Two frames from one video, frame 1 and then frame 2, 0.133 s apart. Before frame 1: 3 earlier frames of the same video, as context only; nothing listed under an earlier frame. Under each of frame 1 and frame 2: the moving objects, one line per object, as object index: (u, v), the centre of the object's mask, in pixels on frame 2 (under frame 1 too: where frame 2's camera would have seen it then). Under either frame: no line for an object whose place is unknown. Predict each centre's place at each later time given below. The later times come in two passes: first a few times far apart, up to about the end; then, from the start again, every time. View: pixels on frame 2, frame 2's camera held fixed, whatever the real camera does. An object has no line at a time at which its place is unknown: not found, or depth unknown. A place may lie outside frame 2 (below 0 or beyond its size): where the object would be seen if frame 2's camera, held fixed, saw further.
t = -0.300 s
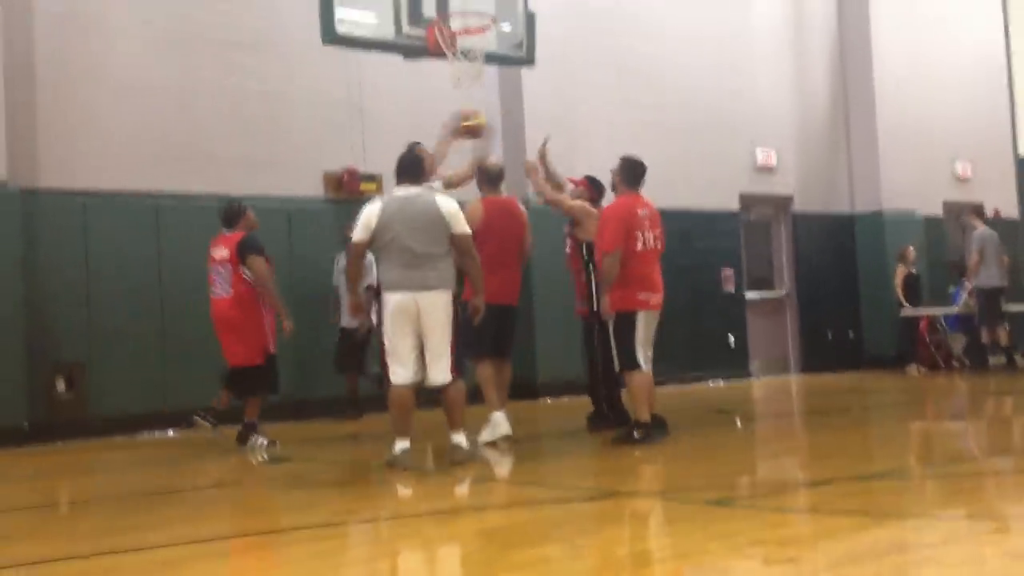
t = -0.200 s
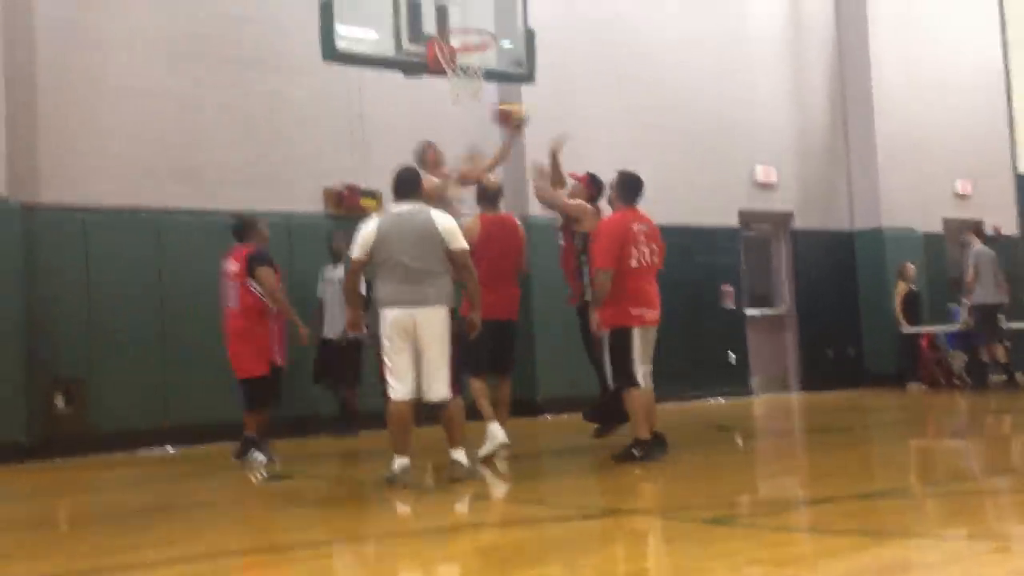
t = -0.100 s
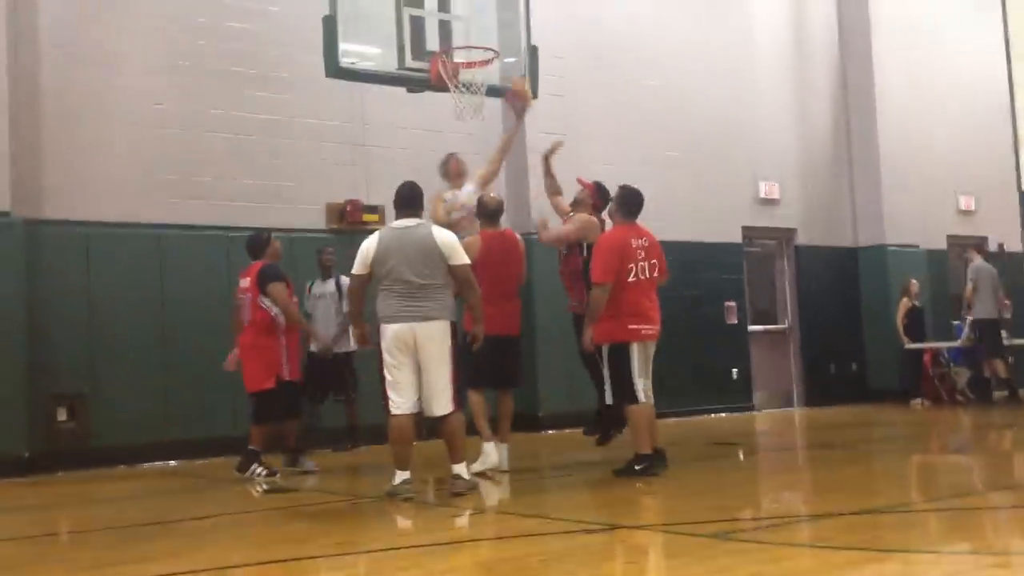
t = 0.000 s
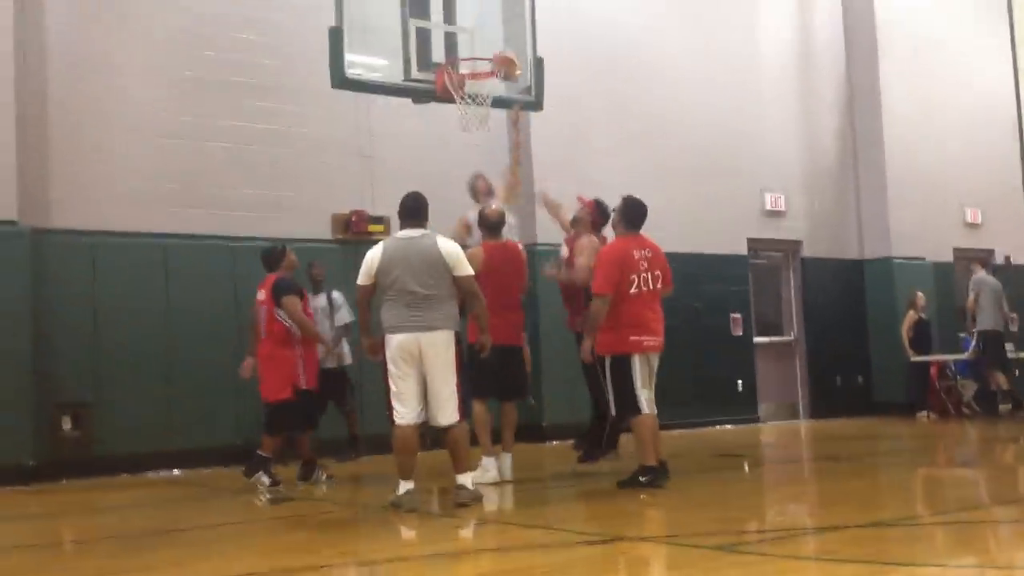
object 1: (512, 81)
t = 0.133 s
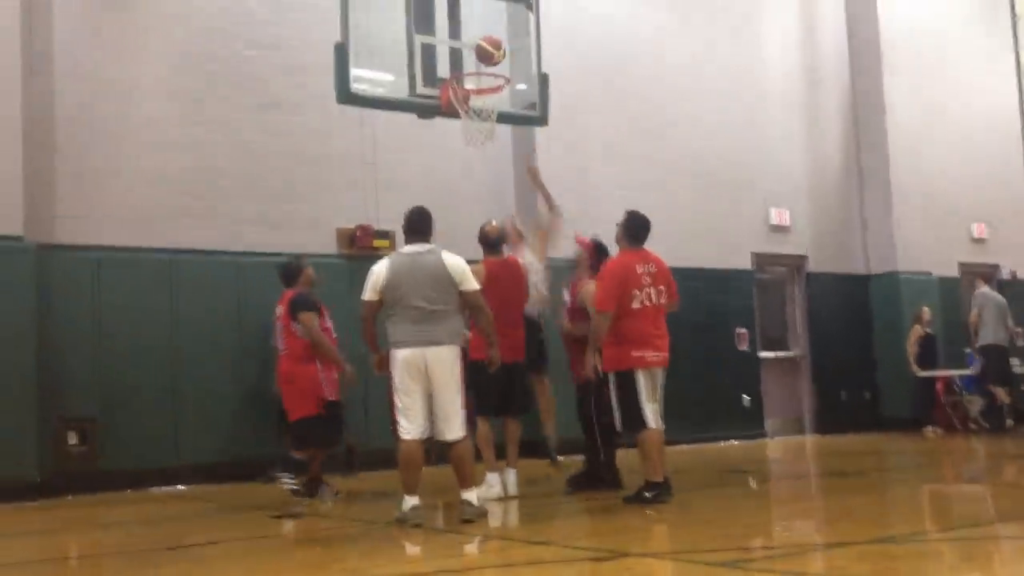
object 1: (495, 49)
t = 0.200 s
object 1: (487, 44)
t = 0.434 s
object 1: (480, 63)
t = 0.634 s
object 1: (475, 100)
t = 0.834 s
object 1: (480, 122)
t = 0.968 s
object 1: (489, 147)
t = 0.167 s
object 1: (490, 46)
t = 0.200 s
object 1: (487, 44)
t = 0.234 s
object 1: (487, 42)
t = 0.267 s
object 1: (487, 42)
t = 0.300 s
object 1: (485, 43)
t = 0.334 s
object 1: (484, 46)
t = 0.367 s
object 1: (484, 52)
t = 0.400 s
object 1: (483, 58)
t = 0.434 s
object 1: (480, 63)
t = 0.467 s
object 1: (478, 73)
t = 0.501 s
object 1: (477, 79)
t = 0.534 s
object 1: (477, 83)
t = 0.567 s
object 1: (475, 89)
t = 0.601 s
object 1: (475, 93)
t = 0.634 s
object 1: (475, 100)
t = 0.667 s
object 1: (476, 111)
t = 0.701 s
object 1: (474, 115)
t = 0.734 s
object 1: (474, 119)
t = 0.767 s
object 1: (474, 120)
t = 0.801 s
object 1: (475, 121)
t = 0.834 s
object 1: (480, 122)
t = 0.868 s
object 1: (480, 123)
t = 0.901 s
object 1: (485, 131)
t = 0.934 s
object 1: (487, 138)
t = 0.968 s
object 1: (489, 147)
